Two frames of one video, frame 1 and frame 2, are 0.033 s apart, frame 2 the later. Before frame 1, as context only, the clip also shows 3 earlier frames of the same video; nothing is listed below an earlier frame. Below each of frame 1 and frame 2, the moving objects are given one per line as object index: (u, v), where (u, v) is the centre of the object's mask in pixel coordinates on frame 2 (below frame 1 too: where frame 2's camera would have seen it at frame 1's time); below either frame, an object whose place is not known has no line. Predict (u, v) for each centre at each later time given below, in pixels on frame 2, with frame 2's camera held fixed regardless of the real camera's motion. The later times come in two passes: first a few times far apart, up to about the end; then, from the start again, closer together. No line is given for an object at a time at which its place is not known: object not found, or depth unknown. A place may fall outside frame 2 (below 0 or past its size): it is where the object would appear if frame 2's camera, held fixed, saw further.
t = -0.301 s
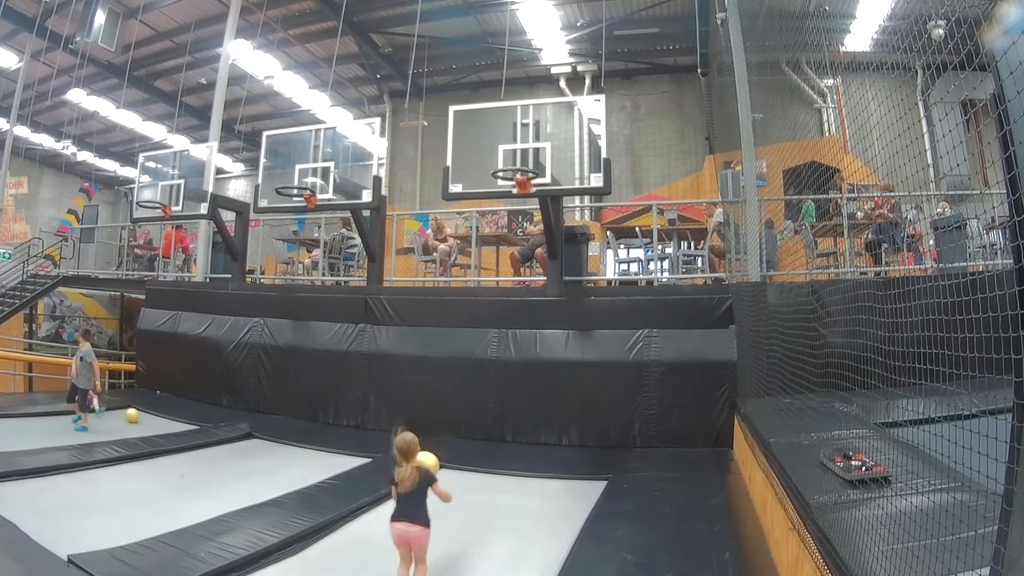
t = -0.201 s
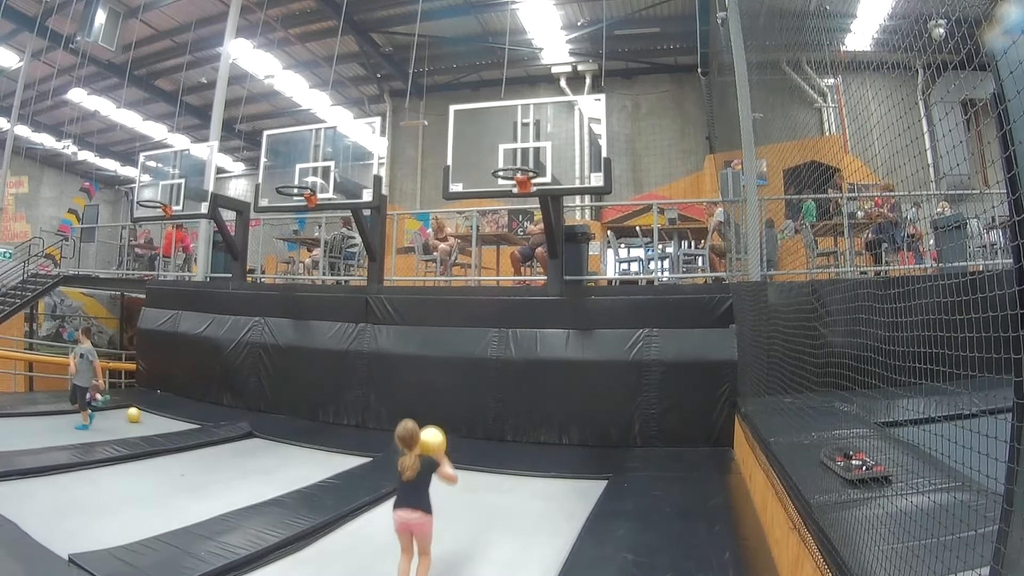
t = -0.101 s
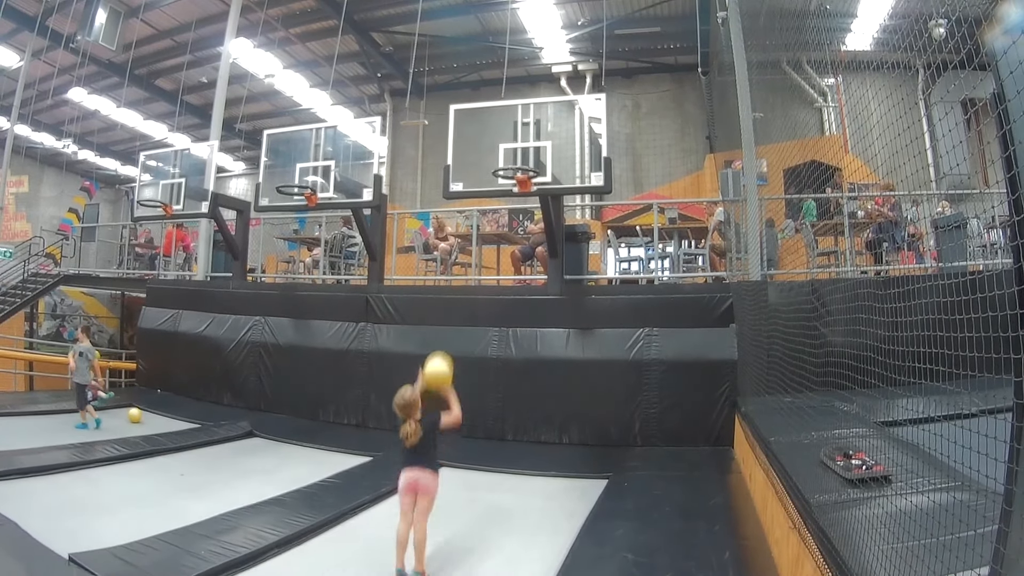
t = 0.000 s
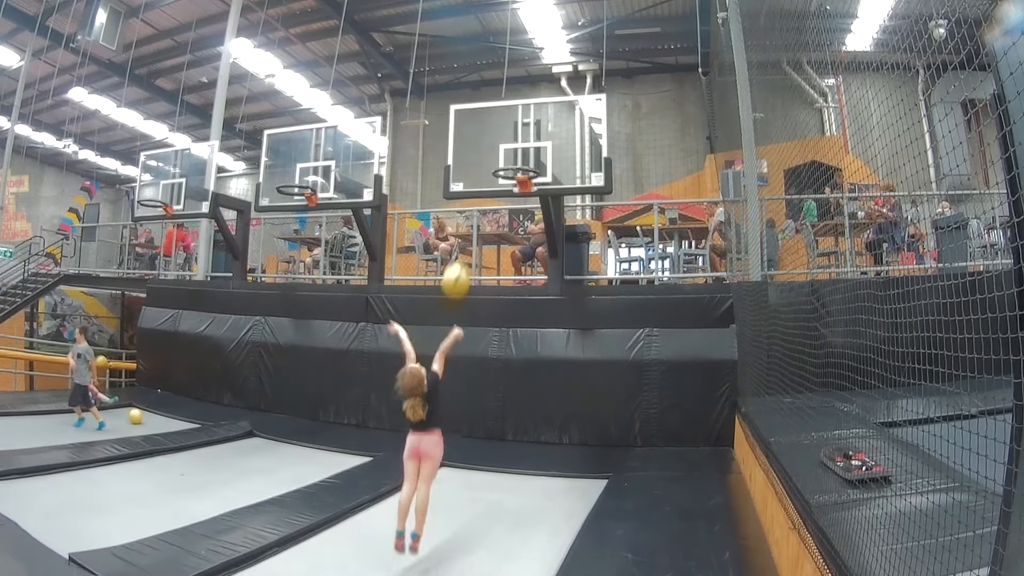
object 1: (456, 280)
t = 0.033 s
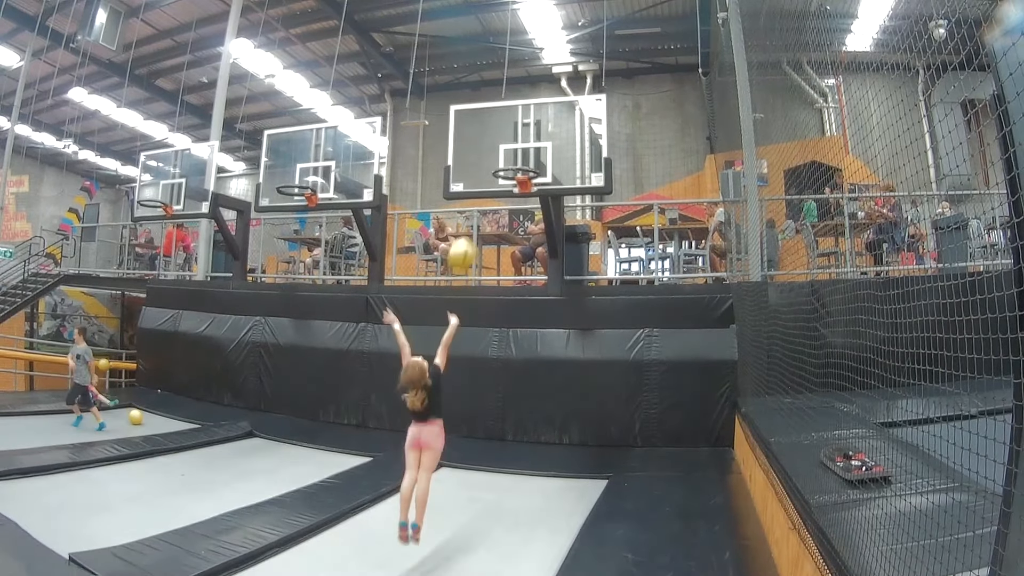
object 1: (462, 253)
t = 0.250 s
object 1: (494, 147)
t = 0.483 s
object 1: (520, 113)
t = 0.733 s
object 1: (540, 128)
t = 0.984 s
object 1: (542, 161)
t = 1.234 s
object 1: (576, 182)
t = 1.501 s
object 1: (619, 293)
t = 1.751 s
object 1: (659, 494)
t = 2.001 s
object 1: (707, 448)
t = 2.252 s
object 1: (755, 412)
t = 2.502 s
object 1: (788, 455)
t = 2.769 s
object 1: (737, 534)
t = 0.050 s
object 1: (465, 242)
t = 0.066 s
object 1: (467, 232)
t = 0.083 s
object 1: (470, 220)
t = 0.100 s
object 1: (473, 210)
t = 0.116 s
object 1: (476, 201)
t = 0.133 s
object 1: (478, 193)
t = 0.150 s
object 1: (481, 186)
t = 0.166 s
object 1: (483, 177)
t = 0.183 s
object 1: (485, 171)
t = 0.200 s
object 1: (487, 164)
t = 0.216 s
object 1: (489, 158)
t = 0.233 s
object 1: (492, 153)
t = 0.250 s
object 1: (494, 147)
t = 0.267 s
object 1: (496, 142)
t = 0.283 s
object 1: (498, 139)
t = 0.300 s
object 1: (500, 134)
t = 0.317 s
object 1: (502, 130)
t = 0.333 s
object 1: (504, 127)
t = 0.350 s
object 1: (506, 124)
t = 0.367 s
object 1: (508, 122)
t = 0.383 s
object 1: (509, 119)
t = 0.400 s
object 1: (512, 117)
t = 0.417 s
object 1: (513, 116)
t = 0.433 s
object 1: (515, 115)
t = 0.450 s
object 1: (517, 114)
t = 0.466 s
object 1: (518, 113)
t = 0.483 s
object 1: (520, 113)
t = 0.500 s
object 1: (521, 113)
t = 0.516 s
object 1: (523, 112)
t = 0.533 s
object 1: (525, 112)
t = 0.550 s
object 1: (526, 112)
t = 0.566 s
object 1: (528, 113)
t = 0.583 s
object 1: (529, 113)
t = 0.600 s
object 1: (530, 114)
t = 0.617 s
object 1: (533, 116)
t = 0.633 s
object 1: (534, 117)
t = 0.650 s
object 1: (535, 119)
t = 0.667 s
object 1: (536, 121)
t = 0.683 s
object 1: (538, 123)
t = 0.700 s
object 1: (539, 125)
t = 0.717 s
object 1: (540, 127)
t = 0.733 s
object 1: (540, 128)
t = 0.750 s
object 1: (540, 129)
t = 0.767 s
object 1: (540, 131)
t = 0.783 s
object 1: (539, 132)
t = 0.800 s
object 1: (539, 135)
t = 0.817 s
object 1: (539, 137)
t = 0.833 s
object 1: (539, 140)
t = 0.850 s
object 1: (539, 142)
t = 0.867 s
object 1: (539, 145)
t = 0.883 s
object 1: (539, 149)
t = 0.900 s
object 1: (539, 152)
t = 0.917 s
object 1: (538, 157)
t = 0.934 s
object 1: (538, 161)
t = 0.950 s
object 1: (539, 162)
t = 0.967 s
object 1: (540, 162)
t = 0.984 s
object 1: (542, 161)
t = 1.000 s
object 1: (544, 161)
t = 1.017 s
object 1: (546, 160)
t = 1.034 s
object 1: (549, 160)
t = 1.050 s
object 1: (551, 160)
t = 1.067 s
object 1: (553, 160)
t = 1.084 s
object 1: (555, 161)
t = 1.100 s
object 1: (558, 162)
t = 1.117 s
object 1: (560, 163)
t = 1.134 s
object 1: (562, 165)
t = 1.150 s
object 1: (564, 167)
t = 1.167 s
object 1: (567, 169)
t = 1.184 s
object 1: (569, 172)
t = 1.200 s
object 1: (571, 174)
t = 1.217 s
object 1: (574, 178)
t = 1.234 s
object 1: (576, 182)
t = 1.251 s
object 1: (579, 185)
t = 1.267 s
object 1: (582, 189)
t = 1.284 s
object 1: (584, 194)
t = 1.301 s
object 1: (587, 198)
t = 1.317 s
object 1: (589, 204)
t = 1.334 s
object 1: (593, 210)
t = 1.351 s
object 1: (595, 216)
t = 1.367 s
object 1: (597, 223)
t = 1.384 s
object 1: (600, 230)
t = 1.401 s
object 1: (602, 236)
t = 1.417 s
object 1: (605, 244)
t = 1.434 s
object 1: (608, 252)
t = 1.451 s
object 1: (610, 262)
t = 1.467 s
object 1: (613, 273)
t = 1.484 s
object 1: (617, 284)
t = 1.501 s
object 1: (619, 293)
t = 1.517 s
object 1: (622, 303)
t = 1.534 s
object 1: (625, 313)
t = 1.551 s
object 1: (627, 324)
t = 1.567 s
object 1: (631, 336)
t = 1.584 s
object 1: (633, 350)
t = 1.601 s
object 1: (636, 362)
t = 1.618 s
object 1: (639, 375)
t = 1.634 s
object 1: (642, 389)
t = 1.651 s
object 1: (644, 403)
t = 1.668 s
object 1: (647, 418)
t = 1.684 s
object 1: (650, 432)
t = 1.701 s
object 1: (652, 448)
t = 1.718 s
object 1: (655, 462)
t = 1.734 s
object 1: (657, 479)
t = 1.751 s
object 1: (659, 494)
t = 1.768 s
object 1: (662, 510)
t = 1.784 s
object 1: (664, 525)
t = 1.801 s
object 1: (667, 528)
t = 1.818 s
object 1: (670, 520)
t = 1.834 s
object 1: (673, 513)
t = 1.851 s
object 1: (677, 505)
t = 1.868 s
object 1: (680, 498)
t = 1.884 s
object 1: (683, 491)
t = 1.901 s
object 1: (687, 484)
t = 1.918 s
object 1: (690, 478)
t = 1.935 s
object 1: (694, 471)
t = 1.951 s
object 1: (697, 465)
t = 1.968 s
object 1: (700, 459)
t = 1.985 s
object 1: (703, 454)
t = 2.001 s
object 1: (707, 448)
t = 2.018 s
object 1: (710, 443)
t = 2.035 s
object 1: (713, 439)
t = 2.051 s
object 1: (717, 435)
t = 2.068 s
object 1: (720, 431)
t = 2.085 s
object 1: (723, 427)
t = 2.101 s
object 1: (726, 424)
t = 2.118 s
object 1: (729, 421)
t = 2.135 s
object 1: (732, 418)
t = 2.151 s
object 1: (736, 416)
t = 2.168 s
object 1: (739, 414)
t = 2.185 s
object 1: (742, 413)
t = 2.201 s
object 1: (745, 412)
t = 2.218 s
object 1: (748, 412)
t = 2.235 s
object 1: (752, 412)
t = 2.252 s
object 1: (755, 412)
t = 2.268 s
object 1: (758, 412)
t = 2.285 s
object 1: (761, 413)
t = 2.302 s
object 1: (764, 415)
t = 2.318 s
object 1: (767, 417)
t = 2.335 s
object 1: (771, 419)
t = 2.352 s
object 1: (774, 421)
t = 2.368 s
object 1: (776, 424)
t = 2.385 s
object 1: (779, 427)
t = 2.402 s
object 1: (781, 431)
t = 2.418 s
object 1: (783, 434)
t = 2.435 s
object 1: (784, 438)
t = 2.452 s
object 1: (785, 442)
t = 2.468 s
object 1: (786, 446)
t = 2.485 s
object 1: (787, 450)
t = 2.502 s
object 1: (788, 455)
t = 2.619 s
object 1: (779, 486)
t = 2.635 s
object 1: (775, 489)
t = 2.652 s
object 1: (771, 493)
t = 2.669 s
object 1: (766, 497)
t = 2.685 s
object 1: (761, 502)
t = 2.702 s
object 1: (755, 508)
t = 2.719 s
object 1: (751, 514)
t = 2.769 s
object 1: (737, 534)
